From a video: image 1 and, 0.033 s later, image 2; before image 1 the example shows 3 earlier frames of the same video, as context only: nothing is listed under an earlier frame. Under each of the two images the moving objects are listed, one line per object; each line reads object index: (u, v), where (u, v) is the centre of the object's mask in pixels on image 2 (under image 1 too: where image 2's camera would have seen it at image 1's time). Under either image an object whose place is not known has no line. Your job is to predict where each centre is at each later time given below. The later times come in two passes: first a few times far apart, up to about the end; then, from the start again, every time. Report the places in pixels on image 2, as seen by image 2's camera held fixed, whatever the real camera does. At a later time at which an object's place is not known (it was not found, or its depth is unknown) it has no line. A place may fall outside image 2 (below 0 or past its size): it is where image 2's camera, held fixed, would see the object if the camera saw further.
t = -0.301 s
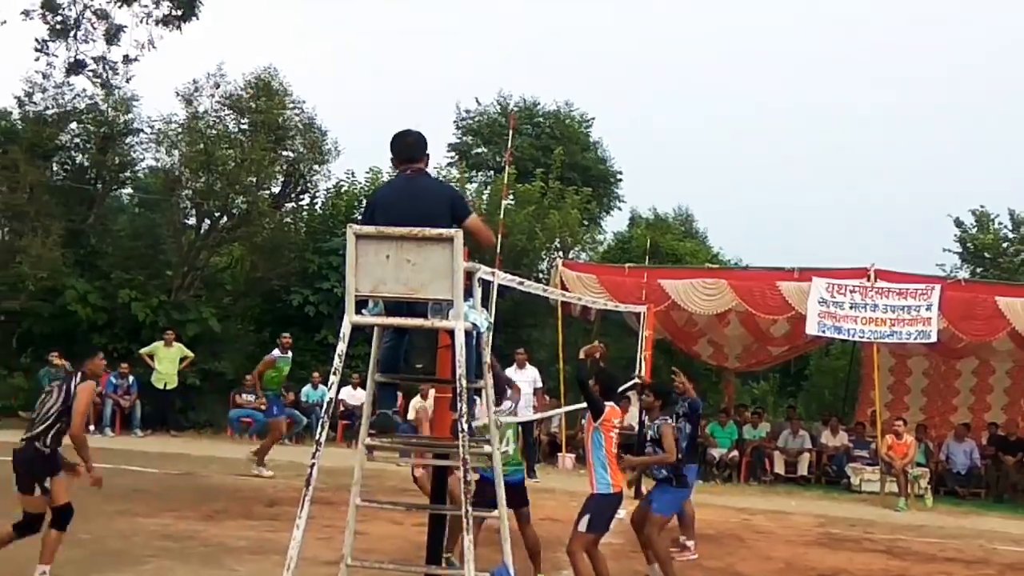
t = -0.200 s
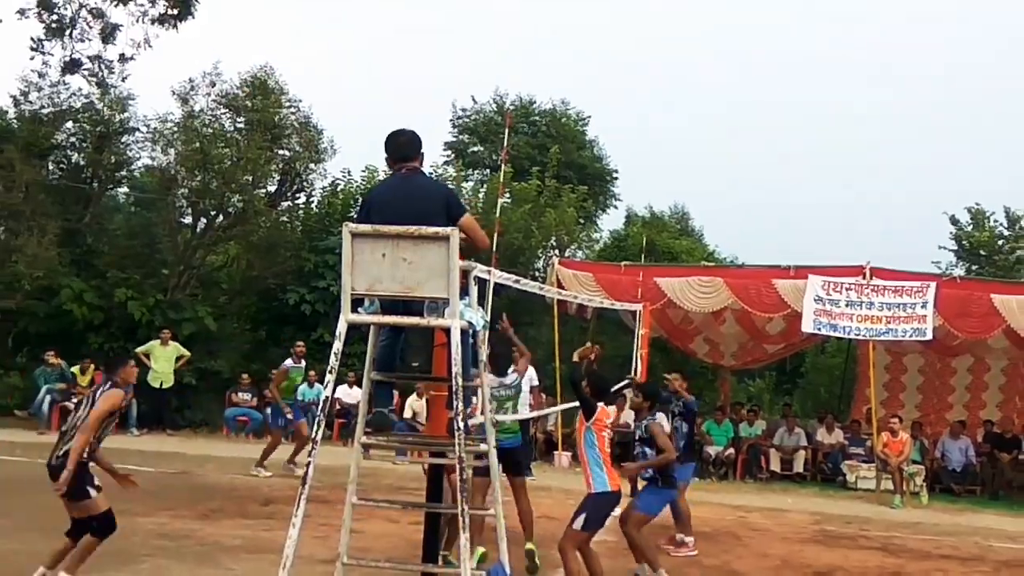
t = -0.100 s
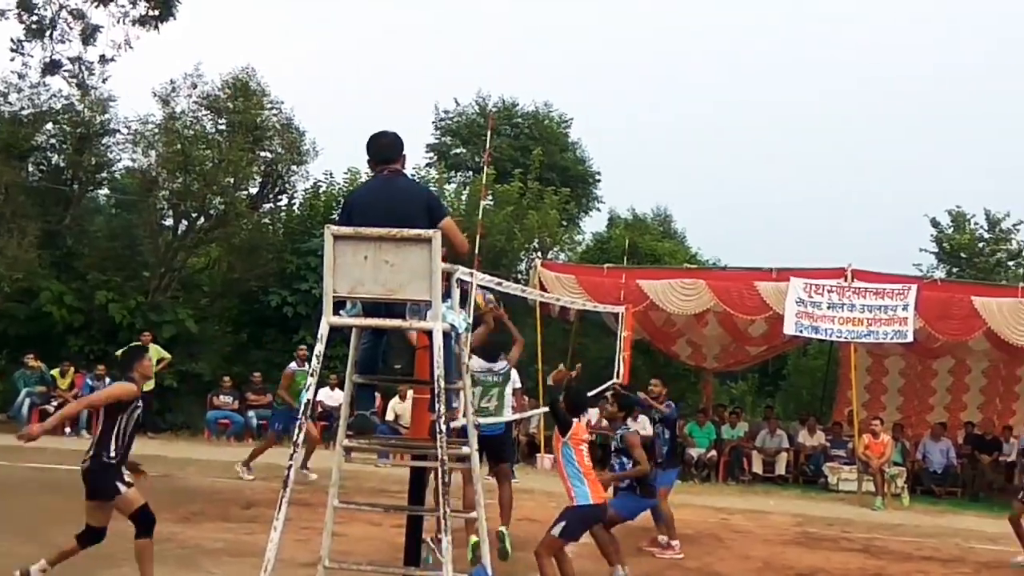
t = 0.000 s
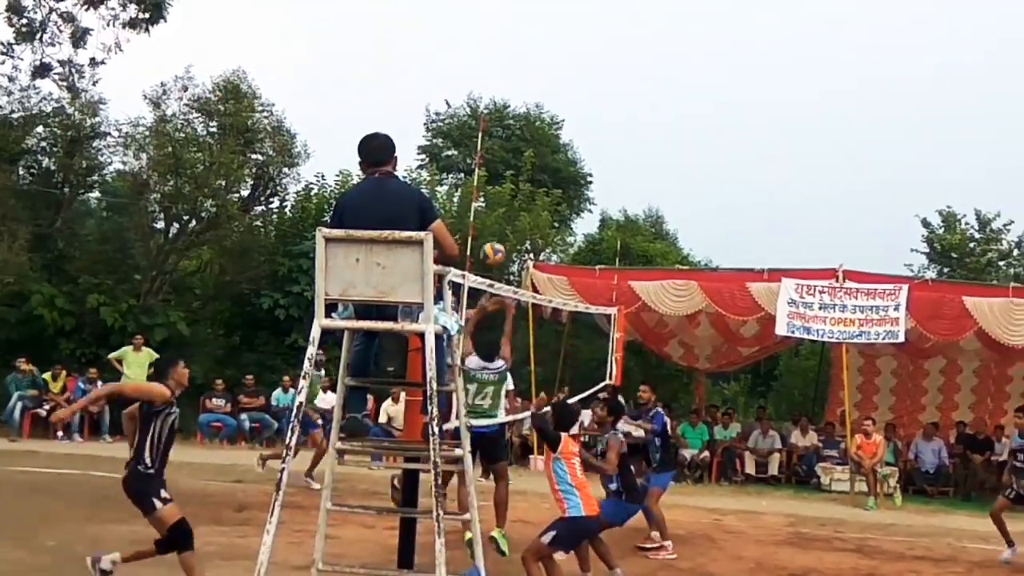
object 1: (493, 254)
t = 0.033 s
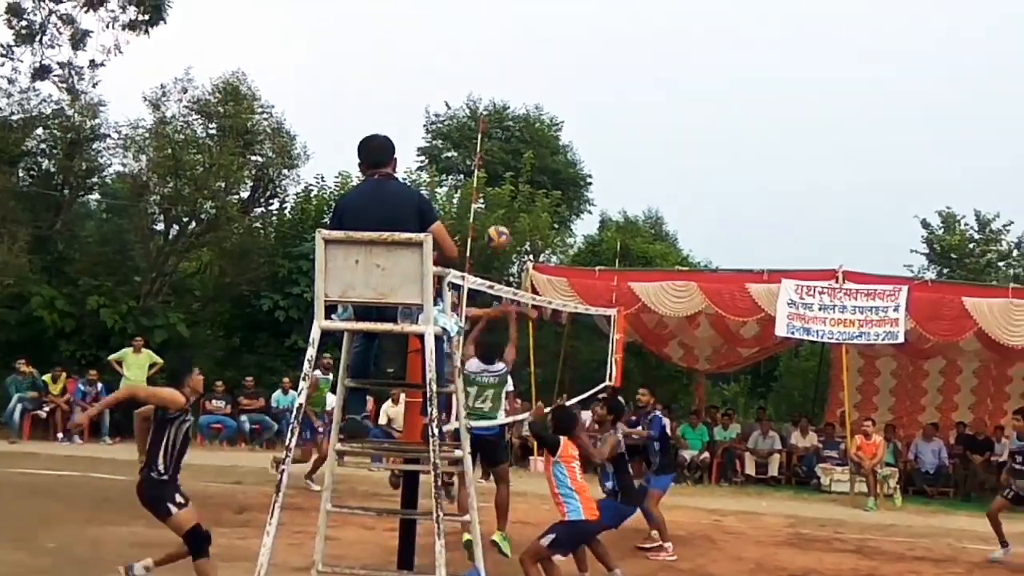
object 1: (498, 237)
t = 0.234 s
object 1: (519, 162)
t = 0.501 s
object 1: (539, 142)
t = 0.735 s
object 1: (551, 177)
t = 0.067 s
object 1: (502, 220)
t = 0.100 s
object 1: (505, 205)
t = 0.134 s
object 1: (510, 192)
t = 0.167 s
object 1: (513, 181)
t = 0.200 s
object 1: (517, 171)
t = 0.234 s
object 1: (519, 162)
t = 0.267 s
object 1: (523, 155)
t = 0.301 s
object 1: (526, 150)
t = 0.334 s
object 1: (528, 146)
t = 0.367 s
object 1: (531, 143)
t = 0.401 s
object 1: (534, 141)
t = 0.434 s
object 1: (536, 140)
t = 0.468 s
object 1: (538, 140)
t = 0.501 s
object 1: (539, 142)
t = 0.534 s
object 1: (543, 144)
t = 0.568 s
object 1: (543, 147)
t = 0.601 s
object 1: (545, 151)
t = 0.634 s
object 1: (546, 156)
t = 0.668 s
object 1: (548, 162)
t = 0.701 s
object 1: (549, 169)
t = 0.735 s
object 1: (551, 177)
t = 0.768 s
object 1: (552, 185)
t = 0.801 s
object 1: (553, 194)
